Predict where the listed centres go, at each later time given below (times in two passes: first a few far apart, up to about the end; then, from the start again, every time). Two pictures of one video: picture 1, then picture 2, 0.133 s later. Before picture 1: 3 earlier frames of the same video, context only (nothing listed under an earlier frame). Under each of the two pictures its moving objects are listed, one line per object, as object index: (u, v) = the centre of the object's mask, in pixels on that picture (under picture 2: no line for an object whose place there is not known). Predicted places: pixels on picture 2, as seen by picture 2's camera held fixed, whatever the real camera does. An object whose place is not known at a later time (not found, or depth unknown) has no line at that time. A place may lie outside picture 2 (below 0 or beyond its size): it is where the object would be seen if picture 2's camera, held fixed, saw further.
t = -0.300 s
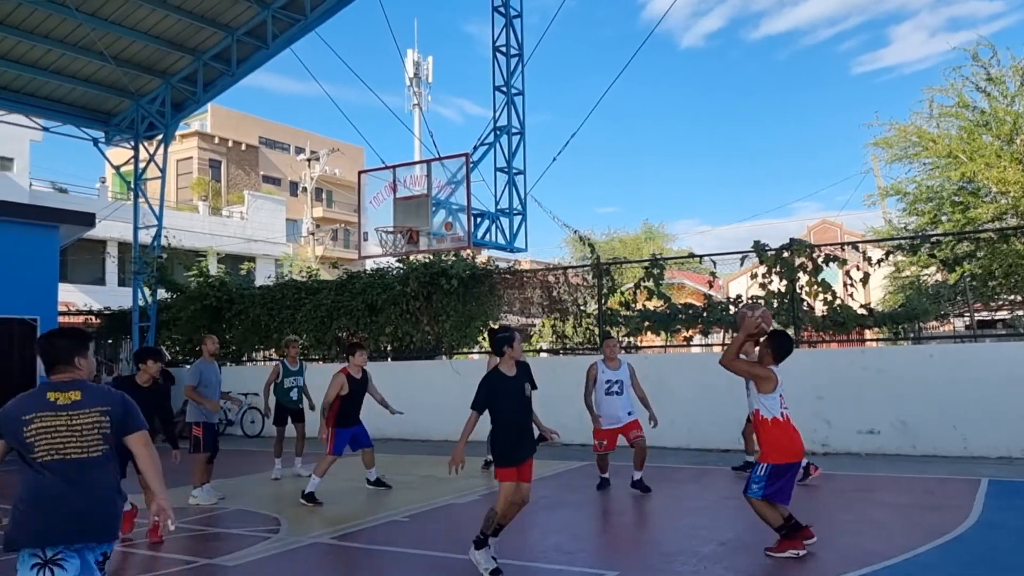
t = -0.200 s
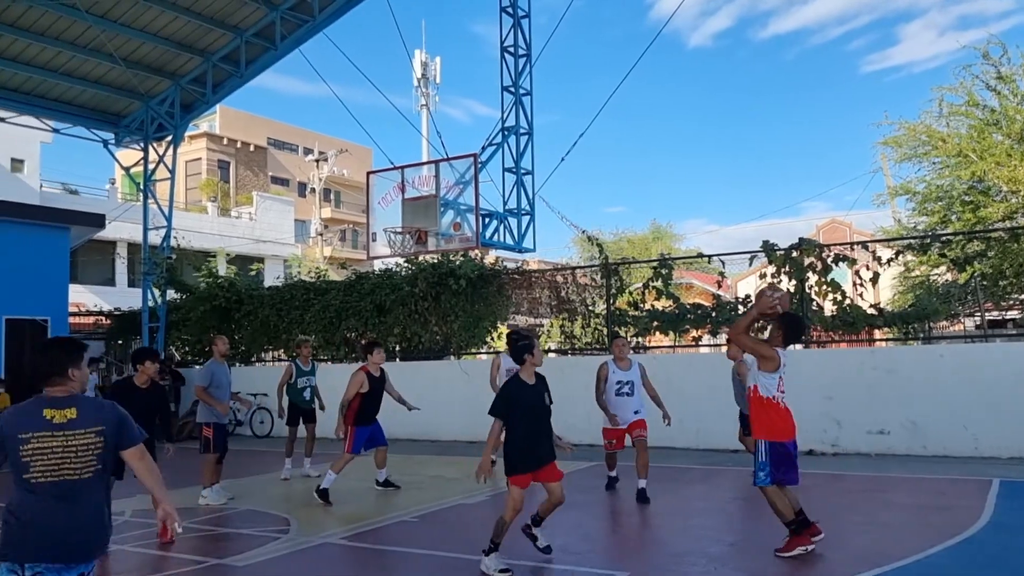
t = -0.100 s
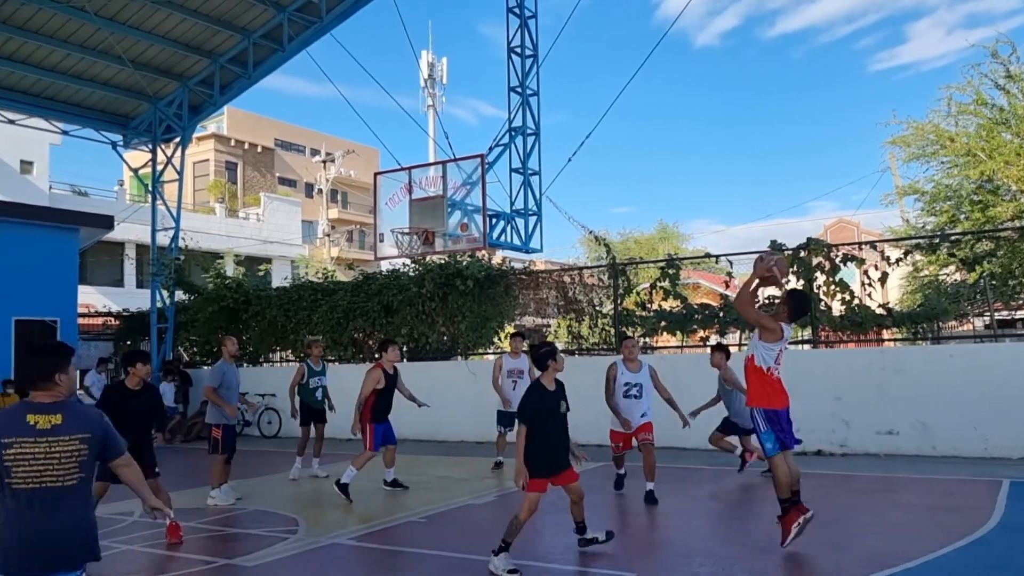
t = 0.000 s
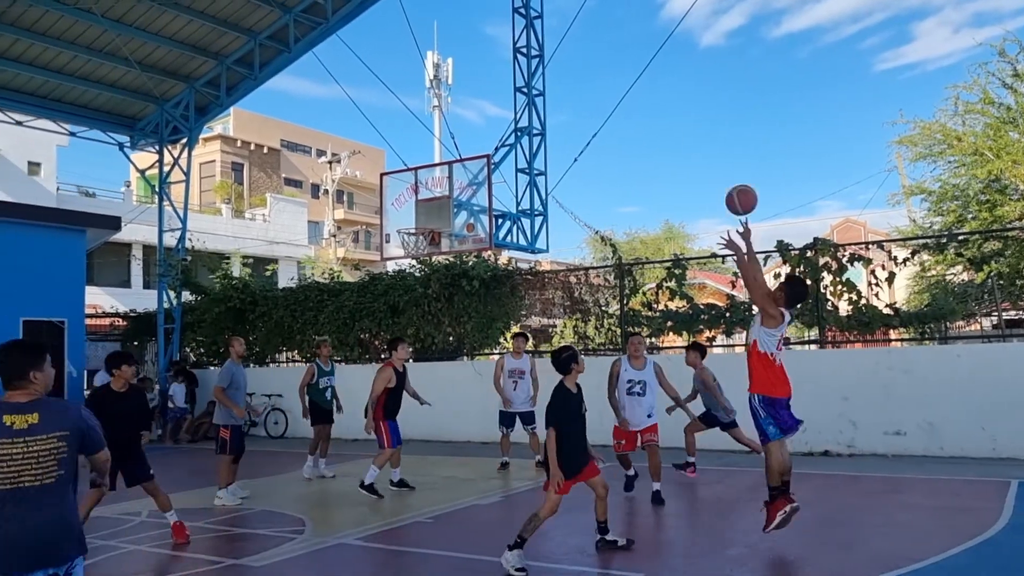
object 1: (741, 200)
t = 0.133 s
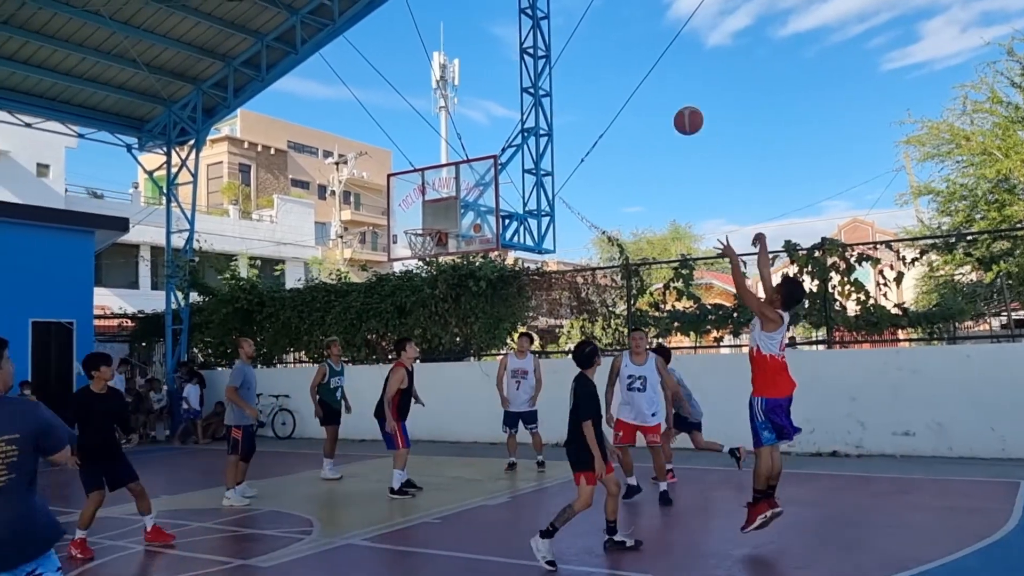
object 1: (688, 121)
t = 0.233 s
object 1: (649, 81)
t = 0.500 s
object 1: (565, 41)
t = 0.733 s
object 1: (509, 64)
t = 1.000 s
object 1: (459, 141)
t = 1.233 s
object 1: (428, 216)
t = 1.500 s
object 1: (420, 208)
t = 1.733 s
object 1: (410, 220)
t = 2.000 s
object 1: (392, 229)
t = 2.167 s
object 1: (379, 263)
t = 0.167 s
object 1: (675, 106)
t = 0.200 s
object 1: (662, 93)
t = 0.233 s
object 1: (649, 81)
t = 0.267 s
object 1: (637, 72)
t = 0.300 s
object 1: (626, 63)
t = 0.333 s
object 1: (614, 56)
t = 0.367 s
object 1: (603, 51)
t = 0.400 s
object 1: (593, 47)
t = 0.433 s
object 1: (583, 44)
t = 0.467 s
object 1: (574, 42)
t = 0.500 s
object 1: (565, 41)
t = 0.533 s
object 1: (556, 42)
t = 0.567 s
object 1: (548, 43)
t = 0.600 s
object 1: (539, 46)
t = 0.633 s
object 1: (532, 49)
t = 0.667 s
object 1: (524, 53)
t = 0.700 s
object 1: (516, 59)
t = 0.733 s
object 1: (509, 64)
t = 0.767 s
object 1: (502, 71)
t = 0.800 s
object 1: (496, 79)
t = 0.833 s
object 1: (489, 88)
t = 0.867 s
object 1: (482, 97)
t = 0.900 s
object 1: (476, 107)
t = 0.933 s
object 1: (470, 117)
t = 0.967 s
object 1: (465, 128)
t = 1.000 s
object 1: (459, 141)
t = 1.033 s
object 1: (453, 153)
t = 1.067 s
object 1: (448, 167)
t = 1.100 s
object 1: (442, 181)
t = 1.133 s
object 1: (438, 195)
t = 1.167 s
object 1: (432, 210)
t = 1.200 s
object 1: (429, 222)
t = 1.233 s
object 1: (428, 216)
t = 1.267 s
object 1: (427, 212)
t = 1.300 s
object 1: (425, 210)
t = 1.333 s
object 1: (424, 207)
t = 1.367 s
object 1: (423, 206)
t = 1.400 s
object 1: (422, 205)
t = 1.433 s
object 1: (421, 206)
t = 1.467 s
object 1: (420, 207)
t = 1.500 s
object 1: (420, 208)
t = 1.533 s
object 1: (419, 211)
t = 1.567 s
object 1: (418, 215)
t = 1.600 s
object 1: (417, 219)
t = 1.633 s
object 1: (416, 223)
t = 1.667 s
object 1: (414, 225)
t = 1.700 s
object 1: (412, 223)
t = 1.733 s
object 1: (410, 220)
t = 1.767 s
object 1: (407, 218)
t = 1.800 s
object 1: (405, 217)
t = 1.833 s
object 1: (403, 217)
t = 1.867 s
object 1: (400, 217)
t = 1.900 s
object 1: (398, 219)
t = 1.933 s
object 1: (396, 221)
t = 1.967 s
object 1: (394, 225)
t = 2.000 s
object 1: (392, 229)
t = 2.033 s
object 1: (389, 234)
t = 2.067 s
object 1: (387, 240)
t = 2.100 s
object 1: (385, 246)
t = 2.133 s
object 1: (382, 255)
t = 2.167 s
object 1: (379, 263)
